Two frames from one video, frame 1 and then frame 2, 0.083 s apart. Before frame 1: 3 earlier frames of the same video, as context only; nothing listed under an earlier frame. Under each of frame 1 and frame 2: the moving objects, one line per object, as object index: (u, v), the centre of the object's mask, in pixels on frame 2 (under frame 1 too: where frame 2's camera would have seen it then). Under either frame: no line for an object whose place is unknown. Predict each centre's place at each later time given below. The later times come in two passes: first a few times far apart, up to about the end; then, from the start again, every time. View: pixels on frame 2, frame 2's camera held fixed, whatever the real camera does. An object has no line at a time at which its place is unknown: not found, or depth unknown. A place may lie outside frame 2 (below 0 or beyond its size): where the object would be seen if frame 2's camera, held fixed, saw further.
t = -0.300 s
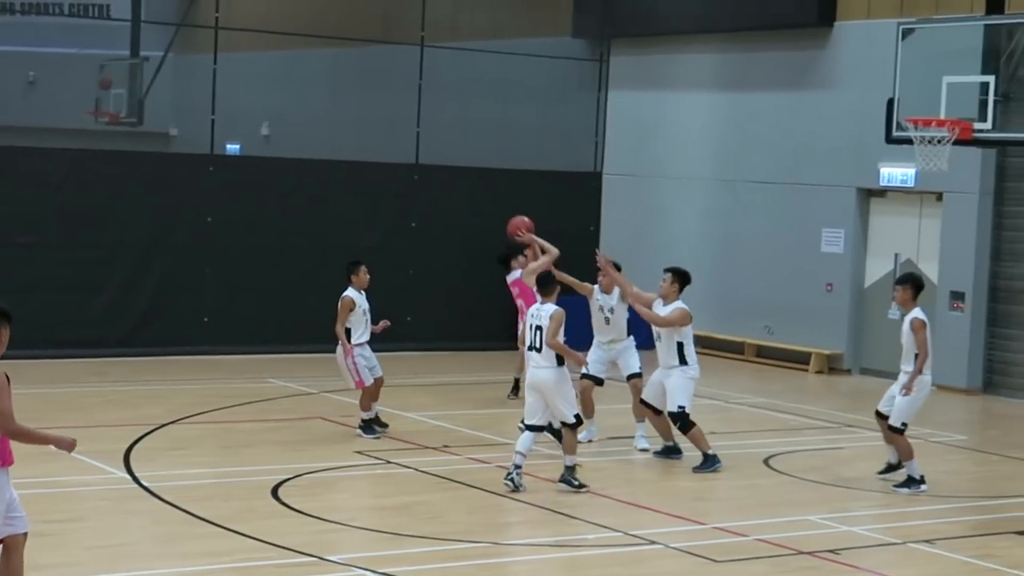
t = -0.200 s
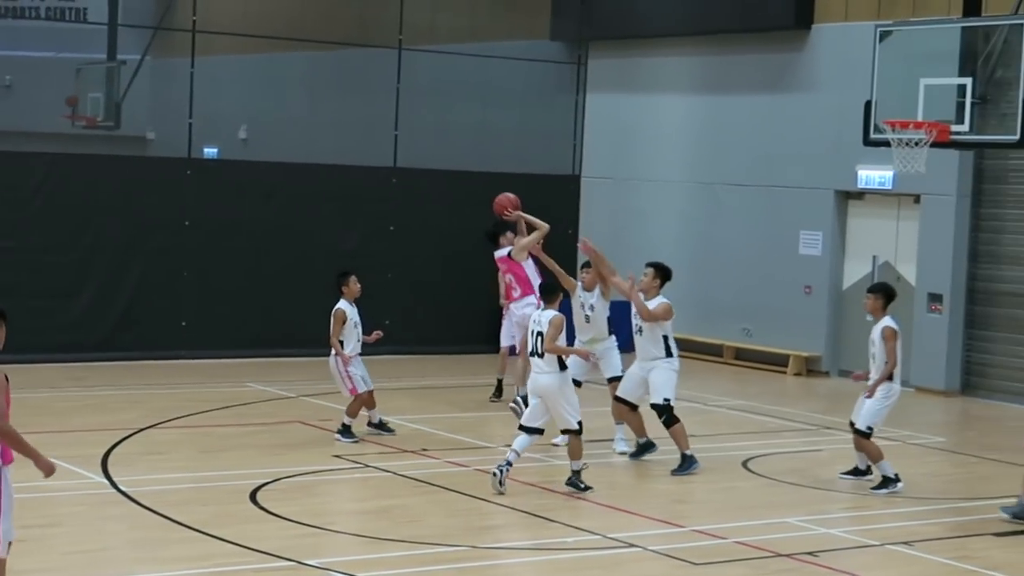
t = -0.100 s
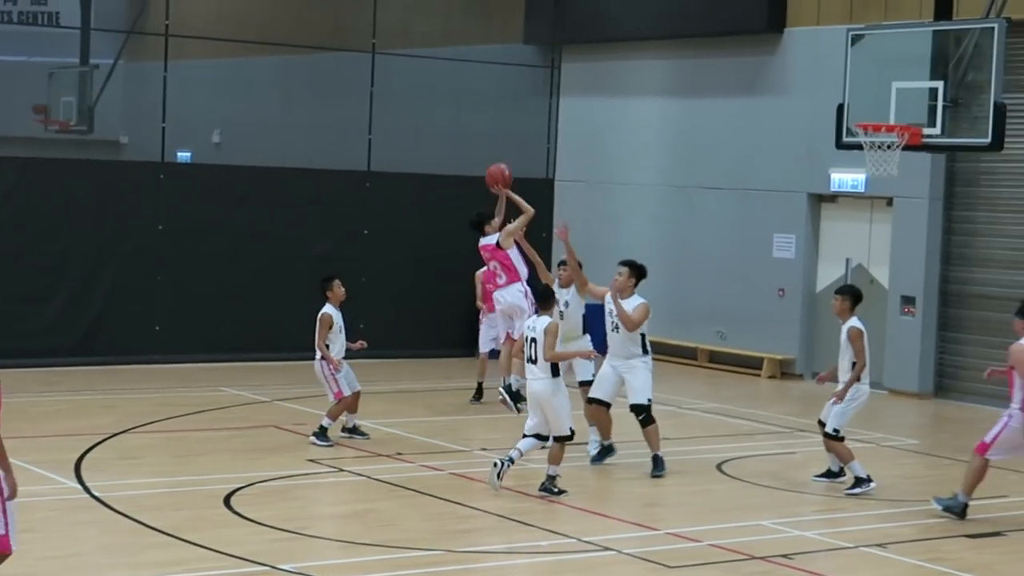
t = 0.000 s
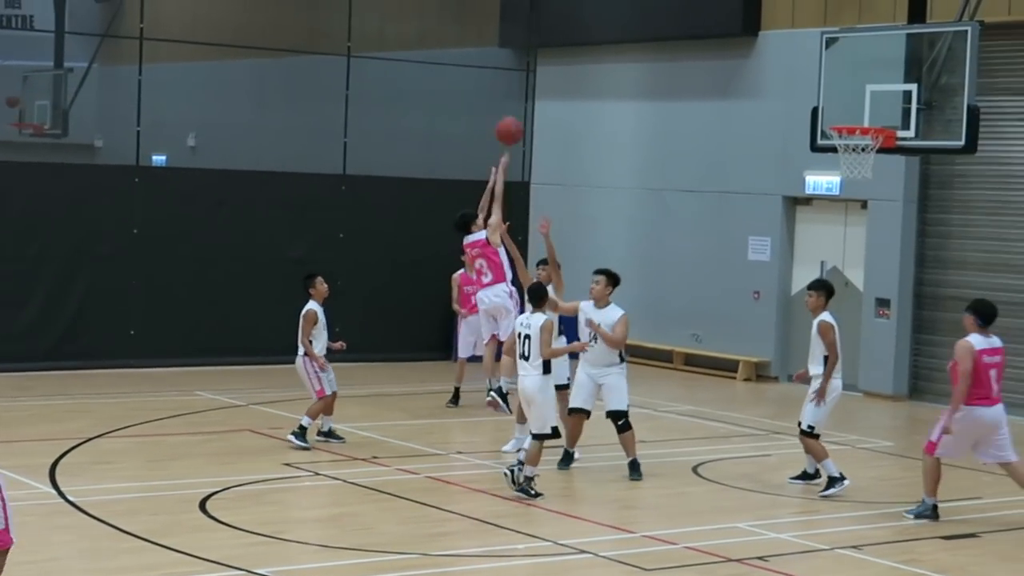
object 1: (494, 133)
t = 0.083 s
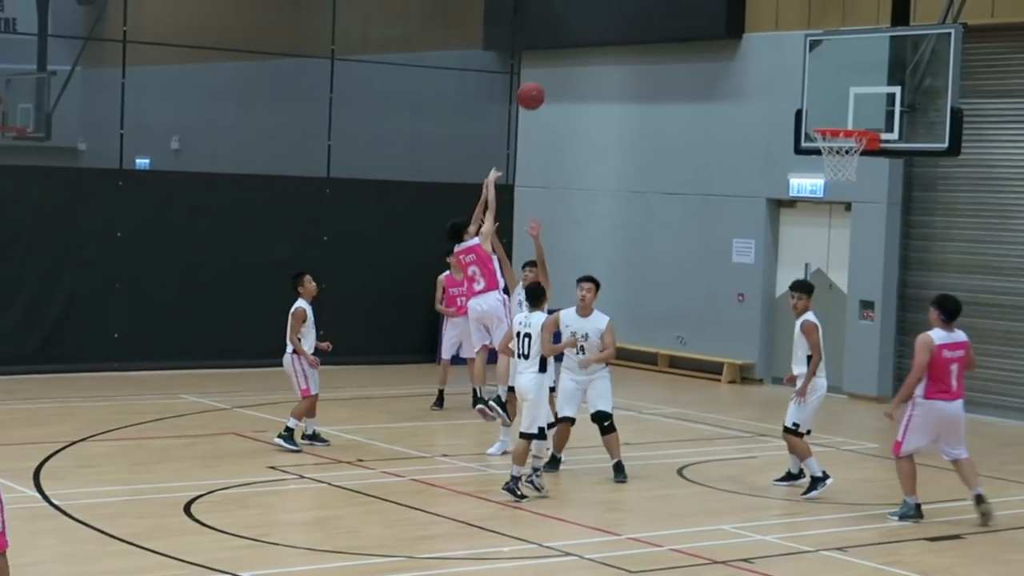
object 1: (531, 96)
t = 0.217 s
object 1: (588, 52)
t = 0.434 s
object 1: (680, 24)
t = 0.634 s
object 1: (761, 44)
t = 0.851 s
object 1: (845, 117)
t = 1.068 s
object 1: (820, 158)
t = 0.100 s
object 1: (538, 89)
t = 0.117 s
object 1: (545, 83)
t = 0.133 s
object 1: (552, 77)
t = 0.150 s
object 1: (559, 71)
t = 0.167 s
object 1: (567, 66)
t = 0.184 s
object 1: (574, 61)
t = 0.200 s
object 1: (581, 56)
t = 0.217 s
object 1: (588, 52)
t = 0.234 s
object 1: (595, 47)
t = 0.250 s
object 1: (602, 44)
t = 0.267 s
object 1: (609, 40)
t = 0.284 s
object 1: (617, 37)
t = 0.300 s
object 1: (624, 35)
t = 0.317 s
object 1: (631, 32)
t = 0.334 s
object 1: (638, 30)
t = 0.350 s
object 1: (645, 28)
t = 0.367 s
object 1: (652, 26)
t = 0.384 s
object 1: (659, 26)
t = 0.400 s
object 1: (666, 25)
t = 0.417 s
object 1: (672, 24)
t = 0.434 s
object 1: (680, 24)
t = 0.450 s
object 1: (687, 23)
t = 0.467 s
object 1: (693, 24)
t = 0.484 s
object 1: (700, 24)
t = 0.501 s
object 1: (707, 25)
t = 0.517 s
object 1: (714, 26)
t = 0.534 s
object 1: (721, 28)
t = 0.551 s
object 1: (727, 29)
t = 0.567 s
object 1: (734, 32)
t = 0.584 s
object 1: (741, 34)
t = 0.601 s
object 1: (747, 37)
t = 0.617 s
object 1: (754, 40)
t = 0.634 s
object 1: (761, 44)
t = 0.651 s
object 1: (768, 48)
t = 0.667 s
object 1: (774, 52)
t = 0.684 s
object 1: (781, 56)
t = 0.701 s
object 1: (787, 61)
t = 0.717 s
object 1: (794, 66)
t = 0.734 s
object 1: (800, 72)
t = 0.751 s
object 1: (807, 78)
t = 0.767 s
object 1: (813, 84)
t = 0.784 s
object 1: (820, 90)
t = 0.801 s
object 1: (826, 96)
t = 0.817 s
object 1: (833, 103)
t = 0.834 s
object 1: (839, 110)
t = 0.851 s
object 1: (845, 117)
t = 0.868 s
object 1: (852, 121)
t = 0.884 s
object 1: (853, 123)
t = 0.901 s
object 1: (850, 125)
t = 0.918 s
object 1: (846, 126)
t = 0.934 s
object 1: (831, 139)
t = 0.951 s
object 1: (833, 142)
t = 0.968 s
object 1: (834, 145)
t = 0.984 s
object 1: (827, 148)
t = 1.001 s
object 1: (825, 150)
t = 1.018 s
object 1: (823, 152)
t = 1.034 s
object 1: (822, 160)
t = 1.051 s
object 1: (821, 158)
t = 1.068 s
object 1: (820, 158)
